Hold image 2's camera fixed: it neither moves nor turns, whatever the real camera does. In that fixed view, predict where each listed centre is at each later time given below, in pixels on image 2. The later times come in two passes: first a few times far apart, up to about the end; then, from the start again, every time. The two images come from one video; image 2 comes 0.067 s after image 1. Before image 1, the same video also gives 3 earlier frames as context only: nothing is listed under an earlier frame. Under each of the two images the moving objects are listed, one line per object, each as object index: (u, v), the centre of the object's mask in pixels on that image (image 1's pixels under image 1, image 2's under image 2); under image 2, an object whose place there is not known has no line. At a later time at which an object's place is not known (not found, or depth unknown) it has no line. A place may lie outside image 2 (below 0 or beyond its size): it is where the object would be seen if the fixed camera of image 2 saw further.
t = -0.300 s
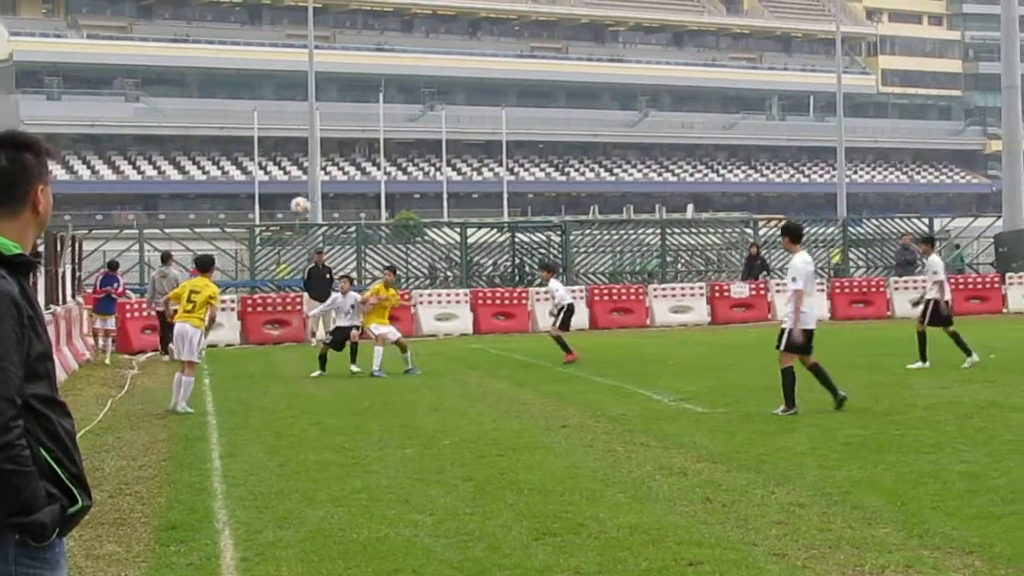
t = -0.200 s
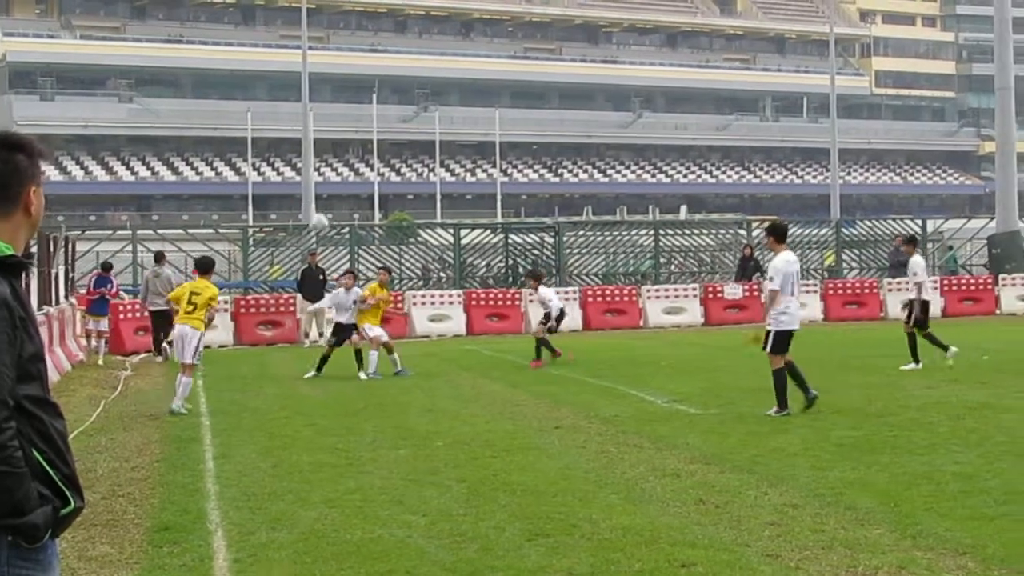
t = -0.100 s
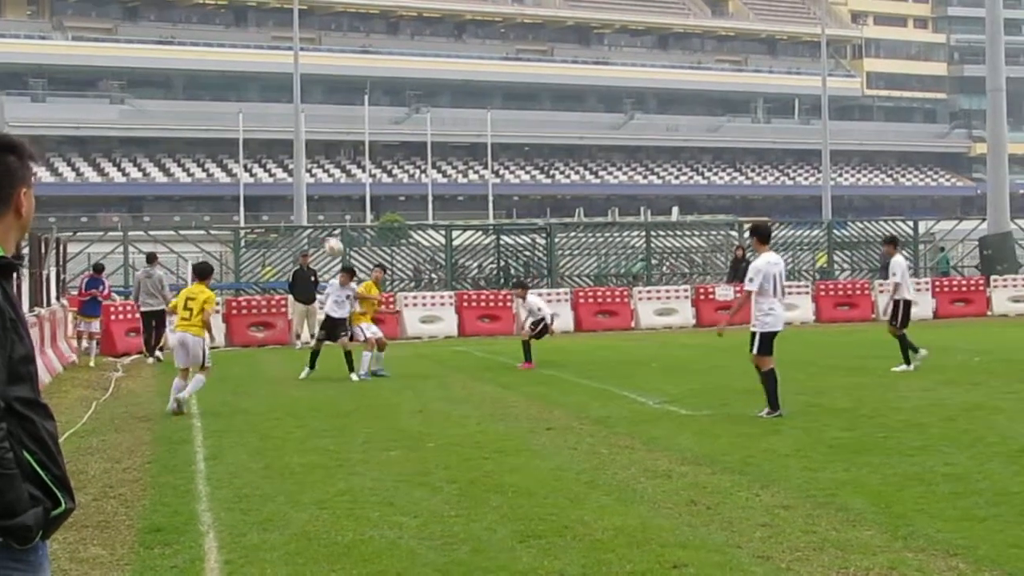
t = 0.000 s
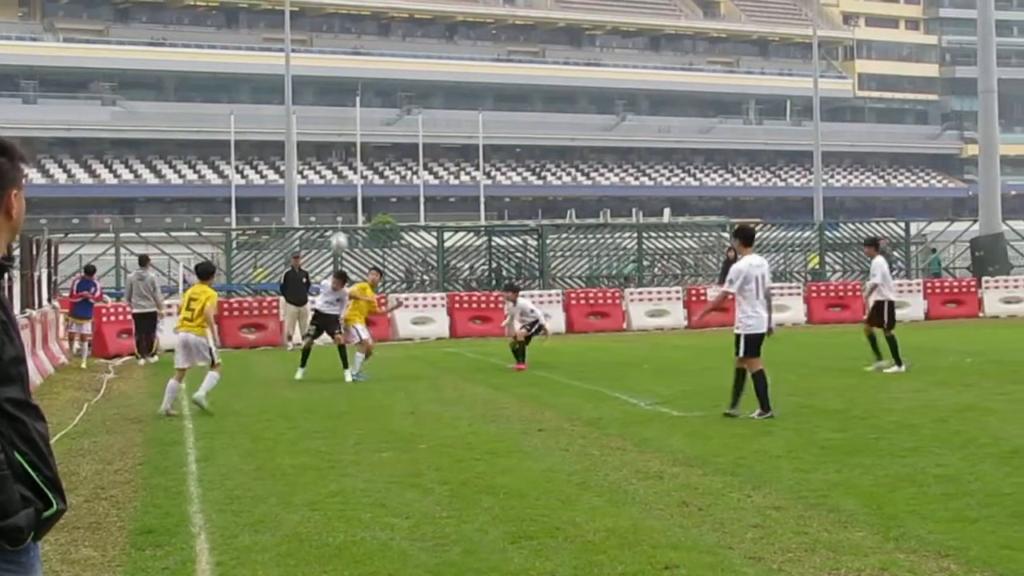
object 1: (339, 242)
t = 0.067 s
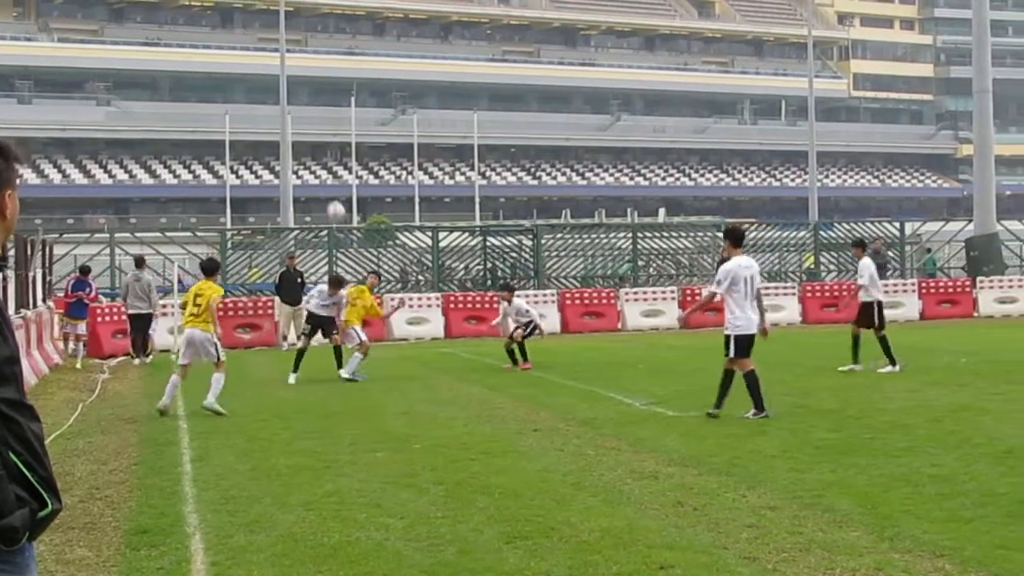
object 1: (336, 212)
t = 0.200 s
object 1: (340, 161)
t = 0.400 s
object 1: (347, 111)
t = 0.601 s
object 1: (354, 93)
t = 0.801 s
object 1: (361, 106)
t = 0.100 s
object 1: (337, 197)
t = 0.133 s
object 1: (337, 185)
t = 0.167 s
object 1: (339, 172)
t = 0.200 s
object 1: (340, 161)
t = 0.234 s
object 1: (341, 150)
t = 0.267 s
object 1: (343, 141)
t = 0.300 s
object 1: (344, 132)
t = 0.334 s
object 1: (345, 124)
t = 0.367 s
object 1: (346, 117)
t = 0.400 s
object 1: (347, 111)
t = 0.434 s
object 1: (349, 105)
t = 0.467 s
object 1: (349, 102)
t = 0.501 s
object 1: (350, 97)
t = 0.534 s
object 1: (352, 96)
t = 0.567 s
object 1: (353, 94)
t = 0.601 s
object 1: (354, 93)
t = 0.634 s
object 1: (355, 93)
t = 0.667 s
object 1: (356, 94)
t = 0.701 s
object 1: (357, 95)
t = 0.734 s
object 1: (359, 98)
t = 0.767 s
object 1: (360, 102)
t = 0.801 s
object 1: (361, 106)
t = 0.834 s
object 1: (363, 112)
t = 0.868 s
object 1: (364, 118)
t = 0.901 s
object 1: (365, 126)
